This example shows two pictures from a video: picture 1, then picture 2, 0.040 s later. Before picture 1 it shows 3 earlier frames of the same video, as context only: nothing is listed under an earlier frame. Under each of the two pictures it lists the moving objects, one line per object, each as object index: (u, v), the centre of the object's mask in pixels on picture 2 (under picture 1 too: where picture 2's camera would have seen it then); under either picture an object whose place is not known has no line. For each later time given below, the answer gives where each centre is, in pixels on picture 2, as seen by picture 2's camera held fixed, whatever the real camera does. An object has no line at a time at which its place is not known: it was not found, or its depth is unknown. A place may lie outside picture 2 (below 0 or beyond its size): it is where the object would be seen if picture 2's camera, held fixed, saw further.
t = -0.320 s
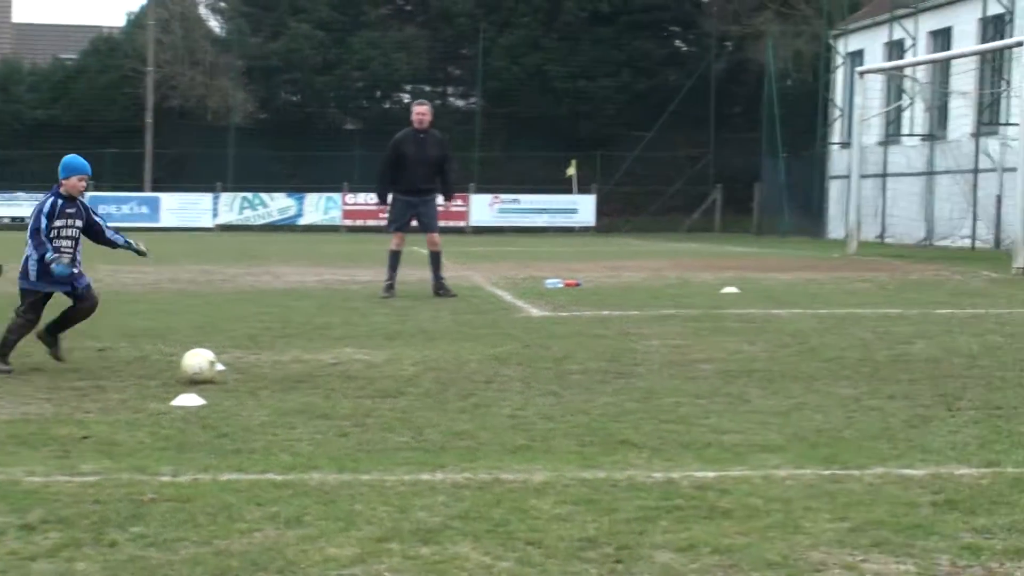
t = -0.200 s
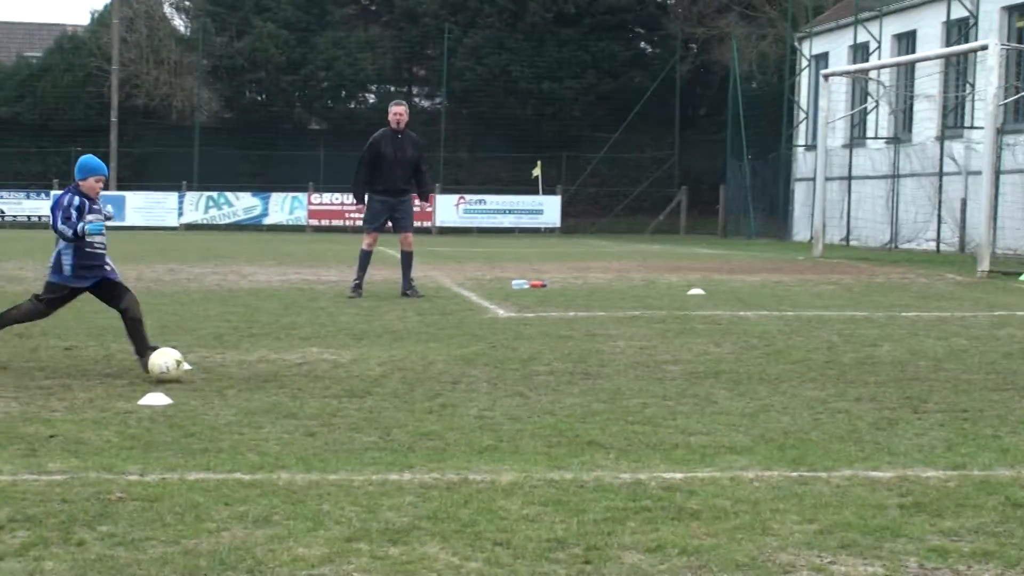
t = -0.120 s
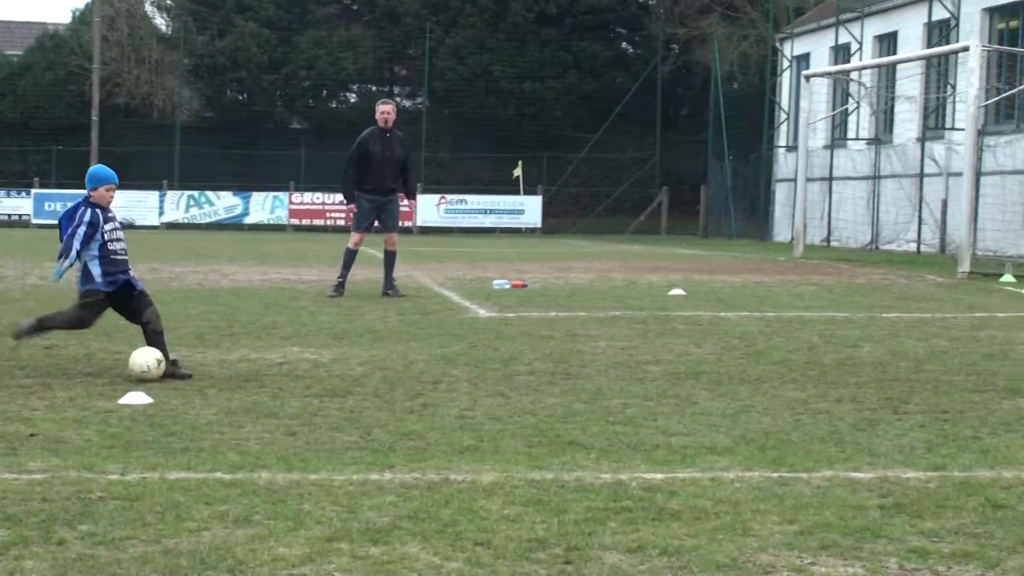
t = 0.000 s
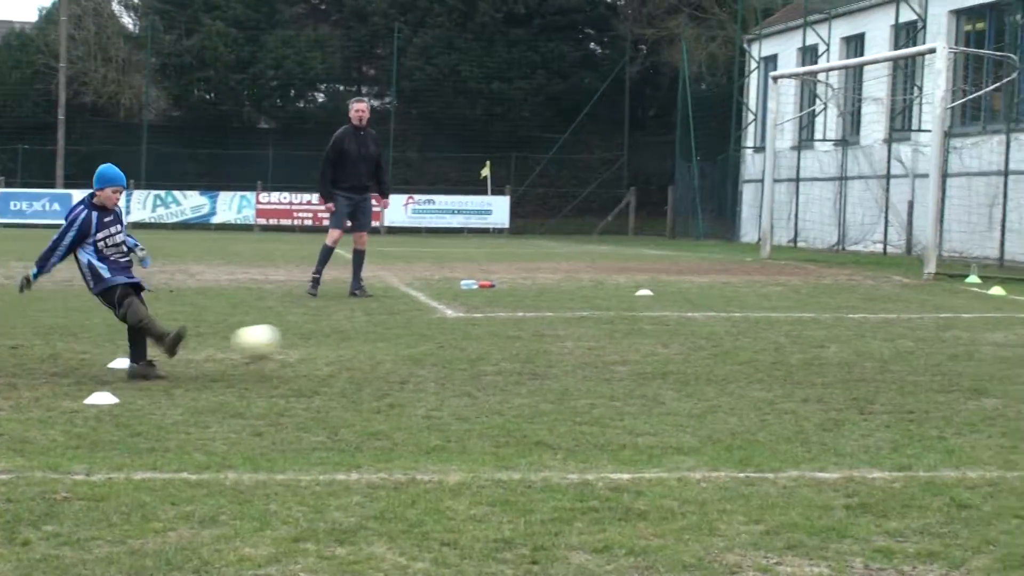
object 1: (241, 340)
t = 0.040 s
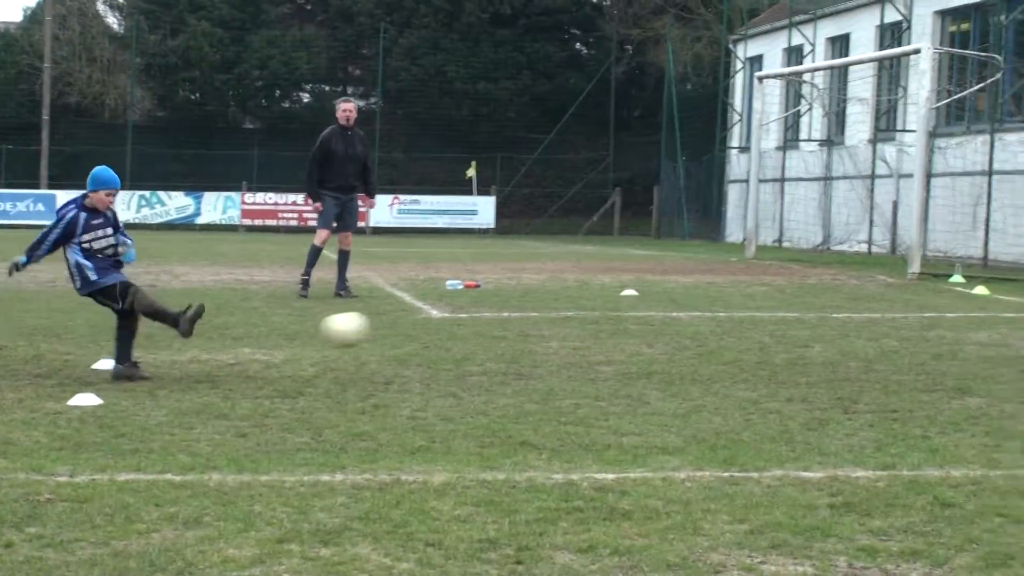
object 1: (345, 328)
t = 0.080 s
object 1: (449, 318)
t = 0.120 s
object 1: (549, 310)
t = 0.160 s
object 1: (646, 301)
